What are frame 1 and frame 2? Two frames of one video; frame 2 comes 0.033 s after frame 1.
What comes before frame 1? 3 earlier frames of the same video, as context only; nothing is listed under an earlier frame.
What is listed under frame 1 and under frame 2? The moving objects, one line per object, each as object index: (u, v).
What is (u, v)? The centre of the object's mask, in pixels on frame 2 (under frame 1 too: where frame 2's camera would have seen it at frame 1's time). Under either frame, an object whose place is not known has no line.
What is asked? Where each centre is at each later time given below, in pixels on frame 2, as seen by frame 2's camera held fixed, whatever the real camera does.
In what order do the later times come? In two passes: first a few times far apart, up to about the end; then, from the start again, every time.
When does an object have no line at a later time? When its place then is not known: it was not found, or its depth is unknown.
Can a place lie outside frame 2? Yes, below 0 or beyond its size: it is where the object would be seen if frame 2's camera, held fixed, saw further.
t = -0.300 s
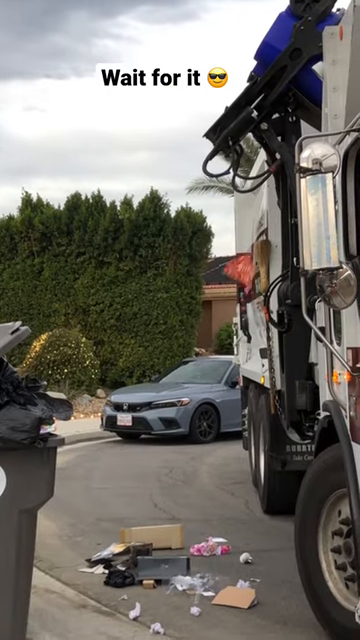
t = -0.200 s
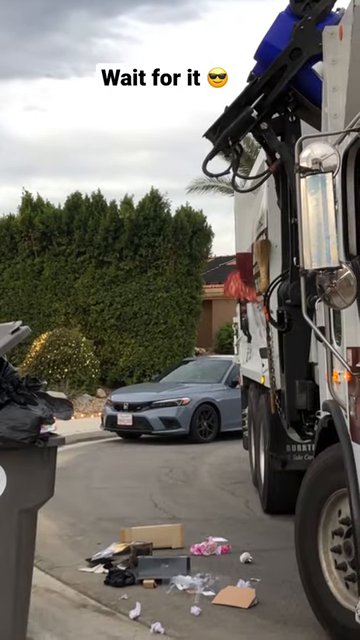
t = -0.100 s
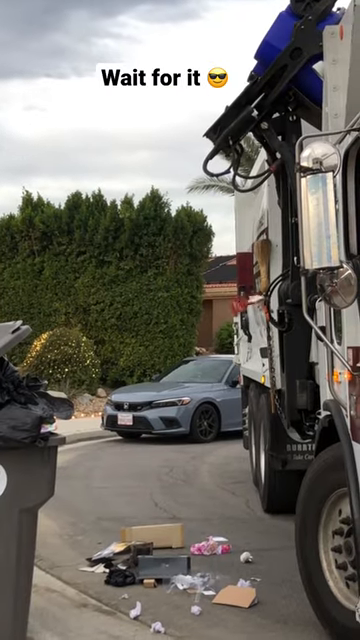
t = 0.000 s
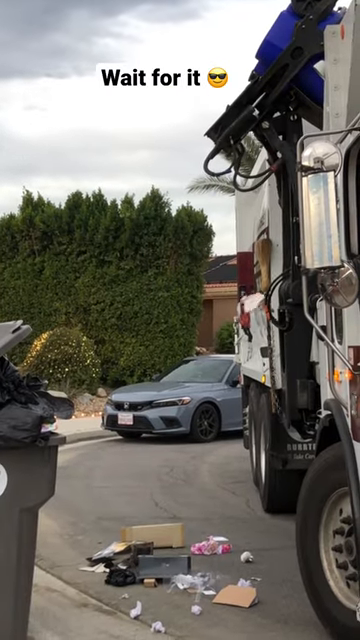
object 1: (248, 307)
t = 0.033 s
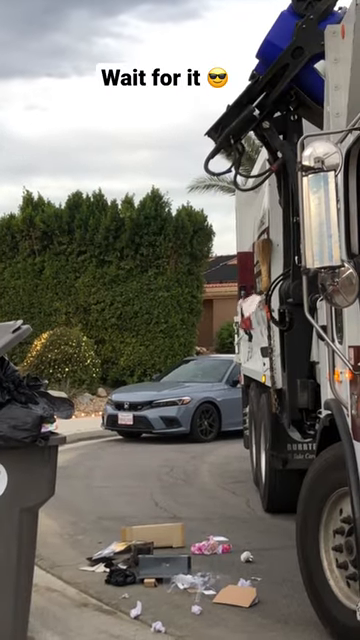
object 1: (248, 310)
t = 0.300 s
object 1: (261, 352)
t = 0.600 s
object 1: (266, 376)
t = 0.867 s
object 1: (255, 417)
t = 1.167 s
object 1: (270, 473)
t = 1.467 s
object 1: (264, 536)
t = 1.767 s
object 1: (265, 539)
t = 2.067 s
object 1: (257, 542)
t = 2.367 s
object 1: (251, 546)
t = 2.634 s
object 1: (252, 546)
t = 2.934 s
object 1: (251, 546)
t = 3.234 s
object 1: (252, 546)
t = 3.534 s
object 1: (252, 546)
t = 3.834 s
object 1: (251, 547)
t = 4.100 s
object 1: (251, 547)
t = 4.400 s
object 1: (251, 548)
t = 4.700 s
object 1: (251, 548)
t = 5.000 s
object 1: (251, 548)
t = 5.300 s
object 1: (251, 548)
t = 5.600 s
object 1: (251, 548)
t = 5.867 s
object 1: (251, 548)
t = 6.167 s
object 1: (252, 547)
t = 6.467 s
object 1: (252, 547)
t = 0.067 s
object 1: (247, 315)
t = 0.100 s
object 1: (248, 320)
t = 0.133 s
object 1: (248, 324)
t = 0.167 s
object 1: (249, 332)
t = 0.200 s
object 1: (251, 338)
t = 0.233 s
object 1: (255, 345)
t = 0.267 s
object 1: (258, 349)
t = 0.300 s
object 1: (261, 352)
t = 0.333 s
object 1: (264, 354)
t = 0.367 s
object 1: (268, 358)
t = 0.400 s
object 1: (272, 361)
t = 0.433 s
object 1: (273, 363)
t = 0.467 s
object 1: (274, 366)
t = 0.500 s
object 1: (273, 368)
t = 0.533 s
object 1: (272, 371)
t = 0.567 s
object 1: (268, 373)
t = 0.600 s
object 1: (266, 376)
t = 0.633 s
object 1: (263, 379)
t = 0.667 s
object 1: (262, 382)
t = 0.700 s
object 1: (261, 387)
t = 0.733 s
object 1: (260, 392)
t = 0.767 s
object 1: (259, 398)
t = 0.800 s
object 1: (258, 403)
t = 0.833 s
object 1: (256, 410)
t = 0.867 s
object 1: (255, 417)
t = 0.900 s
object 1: (254, 424)
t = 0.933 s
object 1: (254, 431)
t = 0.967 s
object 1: (252, 437)
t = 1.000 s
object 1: (266, 451)
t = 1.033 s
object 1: (264, 453)
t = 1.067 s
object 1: (265, 457)
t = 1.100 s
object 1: (266, 462)
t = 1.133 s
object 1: (268, 468)
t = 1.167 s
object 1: (270, 473)
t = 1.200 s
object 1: (271, 480)
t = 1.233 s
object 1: (272, 488)
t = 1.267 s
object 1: (272, 495)
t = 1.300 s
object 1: (271, 502)
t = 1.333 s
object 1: (271, 508)
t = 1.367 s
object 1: (270, 515)
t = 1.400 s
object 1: (268, 522)
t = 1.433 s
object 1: (266, 529)
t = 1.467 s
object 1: (264, 536)
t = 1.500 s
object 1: (265, 539)
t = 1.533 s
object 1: (264, 540)
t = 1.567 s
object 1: (264, 539)
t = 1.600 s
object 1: (265, 539)
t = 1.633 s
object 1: (264, 538)
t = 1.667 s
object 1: (265, 538)
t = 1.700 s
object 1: (265, 539)
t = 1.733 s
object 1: (265, 539)
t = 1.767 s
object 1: (265, 539)
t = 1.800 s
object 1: (264, 540)
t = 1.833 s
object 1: (264, 540)
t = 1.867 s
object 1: (263, 540)
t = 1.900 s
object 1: (262, 541)
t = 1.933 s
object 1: (260, 541)
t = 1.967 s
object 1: (259, 542)
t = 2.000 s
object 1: (258, 542)
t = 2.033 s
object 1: (258, 542)
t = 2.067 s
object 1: (257, 542)
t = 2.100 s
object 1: (256, 543)
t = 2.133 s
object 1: (255, 543)
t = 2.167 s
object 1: (255, 543)
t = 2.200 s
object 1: (254, 543)
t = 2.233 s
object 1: (254, 544)
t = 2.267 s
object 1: (253, 545)
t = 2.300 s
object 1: (253, 545)
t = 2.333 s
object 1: (253, 545)
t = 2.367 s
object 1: (251, 546)
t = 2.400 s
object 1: (252, 546)
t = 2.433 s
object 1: (252, 546)
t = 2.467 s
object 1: (252, 545)
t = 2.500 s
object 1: (252, 545)
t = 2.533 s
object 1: (252, 545)
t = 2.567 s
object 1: (252, 546)
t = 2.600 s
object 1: (252, 545)
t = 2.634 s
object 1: (252, 546)
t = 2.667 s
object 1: (252, 546)
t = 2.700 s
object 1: (251, 546)
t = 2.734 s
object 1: (252, 546)
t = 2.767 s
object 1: (252, 546)
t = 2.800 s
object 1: (251, 546)
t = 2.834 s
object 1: (252, 546)
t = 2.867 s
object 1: (251, 546)
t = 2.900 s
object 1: (251, 546)
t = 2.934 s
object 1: (251, 546)
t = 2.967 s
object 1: (252, 545)
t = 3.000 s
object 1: (252, 546)
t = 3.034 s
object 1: (251, 546)
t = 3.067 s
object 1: (251, 546)
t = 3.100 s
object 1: (251, 546)
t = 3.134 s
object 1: (252, 546)
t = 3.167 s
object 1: (252, 546)
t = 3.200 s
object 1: (252, 546)
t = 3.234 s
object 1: (252, 546)
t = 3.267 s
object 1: (251, 546)
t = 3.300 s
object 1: (252, 546)
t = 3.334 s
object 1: (252, 546)
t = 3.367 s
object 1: (252, 545)
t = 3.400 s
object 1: (252, 546)
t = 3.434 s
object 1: (252, 546)
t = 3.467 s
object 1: (252, 545)
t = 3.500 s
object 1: (252, 545)
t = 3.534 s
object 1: (252, 546)
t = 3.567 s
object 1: (252, 546)
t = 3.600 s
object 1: (252, 545)
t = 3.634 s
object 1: (252, 545)
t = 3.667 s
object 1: (252, 545)
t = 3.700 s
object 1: (252, 545)
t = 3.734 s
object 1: (252, 546)
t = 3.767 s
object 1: (252, 546)
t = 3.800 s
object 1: (251, 547)
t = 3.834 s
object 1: (251, 547)
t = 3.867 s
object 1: (251, 547)
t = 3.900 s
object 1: (251, 547)
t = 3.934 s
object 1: (251, 547)
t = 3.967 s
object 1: (251, 547)
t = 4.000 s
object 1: (251, 547)
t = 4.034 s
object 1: (251, 547)
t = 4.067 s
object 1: (251, 547)
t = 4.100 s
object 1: (251, 547)
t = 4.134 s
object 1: (251, 547)
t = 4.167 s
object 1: (251, 547)
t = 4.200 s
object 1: (251, 547)
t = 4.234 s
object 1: (251, 547)
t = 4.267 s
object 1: (251, 547)
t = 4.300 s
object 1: (251, 548)
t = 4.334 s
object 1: (251, 548)
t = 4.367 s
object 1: (251, 548)
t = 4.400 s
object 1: (251, 548)
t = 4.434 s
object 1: (251, 548)
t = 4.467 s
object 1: (251, 548)
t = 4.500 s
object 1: (251, 547)
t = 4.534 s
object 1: (251, 547)
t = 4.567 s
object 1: (251, 547)
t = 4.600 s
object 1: (251, 547)
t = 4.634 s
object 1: (251, 548)
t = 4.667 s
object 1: (251, 548)
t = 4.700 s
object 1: (251, 548)
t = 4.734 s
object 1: (251, 548)
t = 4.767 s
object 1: (251, 548)
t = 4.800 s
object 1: (251, 547)
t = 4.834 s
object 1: (251, 548)
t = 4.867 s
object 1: (251, 547)
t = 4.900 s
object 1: (251, 548)
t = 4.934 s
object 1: (251, 548)
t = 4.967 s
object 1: (251, 548)
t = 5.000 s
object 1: (251, 548)
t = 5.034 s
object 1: (251, 548)
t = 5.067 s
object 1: (251, 548)
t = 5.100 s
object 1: (251, 548)
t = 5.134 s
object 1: (251, 548)
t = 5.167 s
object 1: (251, 548)
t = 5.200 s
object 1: (251, 548)
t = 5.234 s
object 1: (251, 548)
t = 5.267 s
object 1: (251, 548)
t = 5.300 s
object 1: (251, 548)
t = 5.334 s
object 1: (251, 548)
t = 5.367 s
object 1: (251, 548)
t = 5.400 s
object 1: (251, 548)
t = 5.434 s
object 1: (251, 548)
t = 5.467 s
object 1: (251, 547)
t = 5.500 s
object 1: (251, 547)
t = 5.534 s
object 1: (251, 548)
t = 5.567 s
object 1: (251, 547)
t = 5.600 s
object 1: (251, 548)
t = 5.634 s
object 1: (251, 548)
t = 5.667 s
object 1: (251, 547)
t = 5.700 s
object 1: (251, 548)
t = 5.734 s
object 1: (251, 548)
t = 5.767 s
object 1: (251, 547)
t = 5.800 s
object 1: (252, 548)
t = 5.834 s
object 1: (251, 548)
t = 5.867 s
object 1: (251, 548)
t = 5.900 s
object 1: (251, 548)
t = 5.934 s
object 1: (252, 548)
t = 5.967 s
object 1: (252, 547)
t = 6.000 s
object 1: (252, 547)
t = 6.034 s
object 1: (252, 547)
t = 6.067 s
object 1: (252, 547)
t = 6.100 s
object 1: (252, 547)
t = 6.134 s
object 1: (251, 547)
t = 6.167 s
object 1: (252, 547)
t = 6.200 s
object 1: (251, 547)
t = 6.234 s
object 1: (251, 547)
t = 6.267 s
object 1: (251, 547)
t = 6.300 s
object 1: (251, 547)
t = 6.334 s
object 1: (251, 547)
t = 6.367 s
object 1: (251, 547)
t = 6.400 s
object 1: (251, 547)
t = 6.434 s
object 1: (251, 547)
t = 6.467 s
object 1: (252, 547)
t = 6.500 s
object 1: (251, 547)
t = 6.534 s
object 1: (251, 547)
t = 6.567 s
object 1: (252, 547)
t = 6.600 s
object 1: (251, 547)
